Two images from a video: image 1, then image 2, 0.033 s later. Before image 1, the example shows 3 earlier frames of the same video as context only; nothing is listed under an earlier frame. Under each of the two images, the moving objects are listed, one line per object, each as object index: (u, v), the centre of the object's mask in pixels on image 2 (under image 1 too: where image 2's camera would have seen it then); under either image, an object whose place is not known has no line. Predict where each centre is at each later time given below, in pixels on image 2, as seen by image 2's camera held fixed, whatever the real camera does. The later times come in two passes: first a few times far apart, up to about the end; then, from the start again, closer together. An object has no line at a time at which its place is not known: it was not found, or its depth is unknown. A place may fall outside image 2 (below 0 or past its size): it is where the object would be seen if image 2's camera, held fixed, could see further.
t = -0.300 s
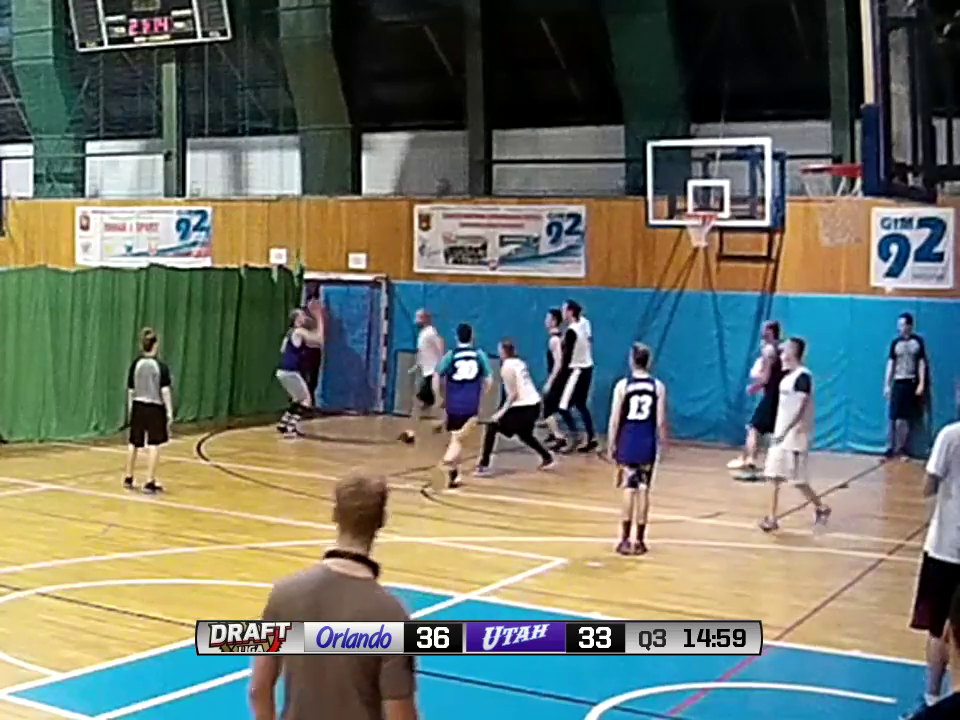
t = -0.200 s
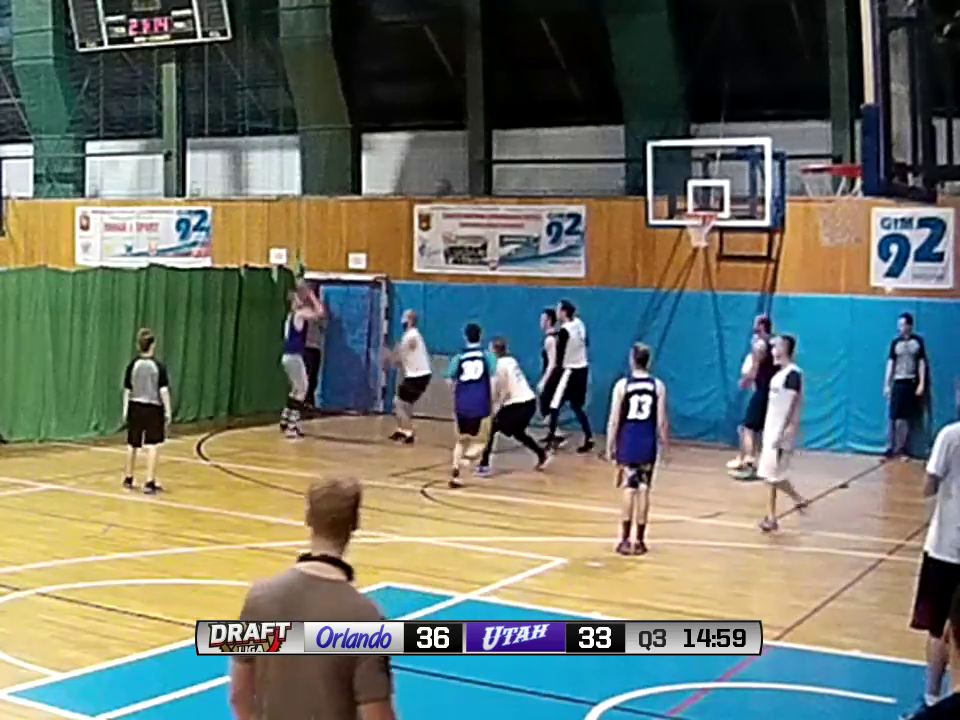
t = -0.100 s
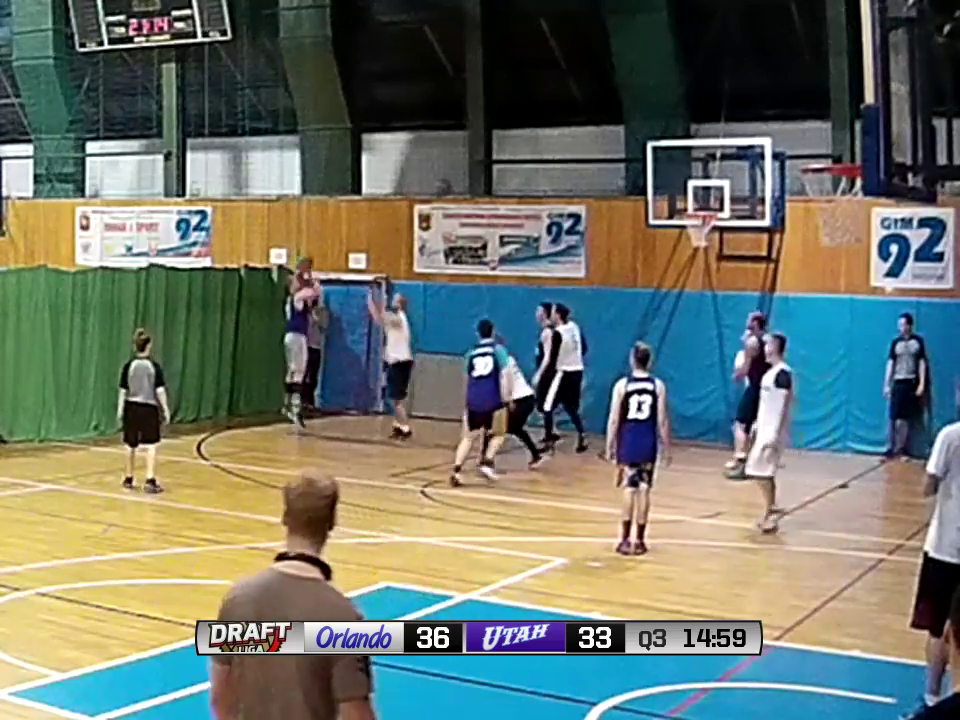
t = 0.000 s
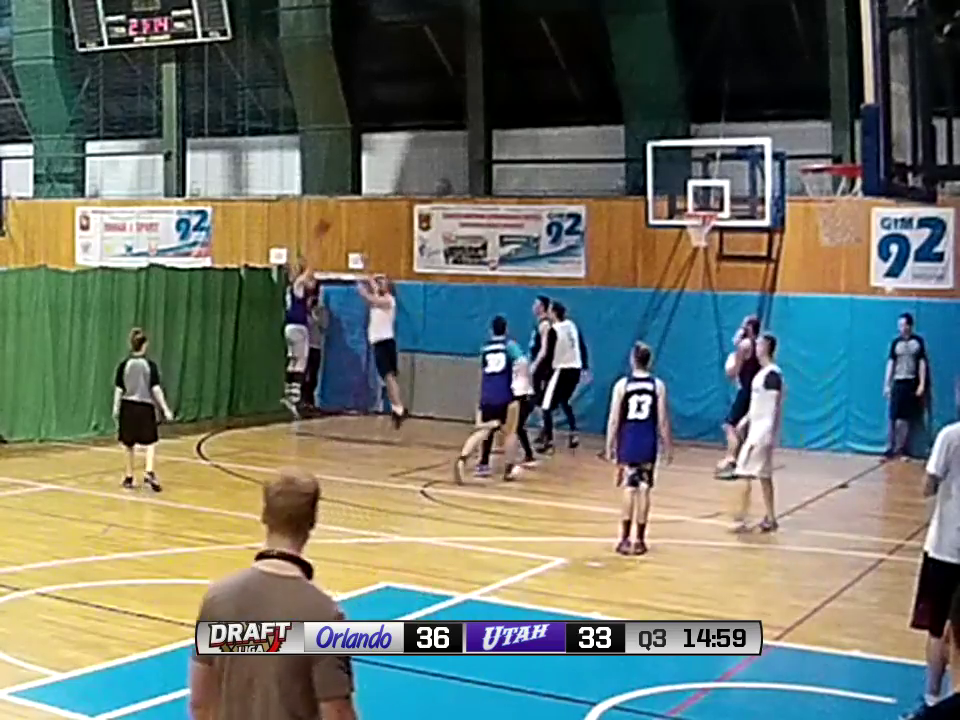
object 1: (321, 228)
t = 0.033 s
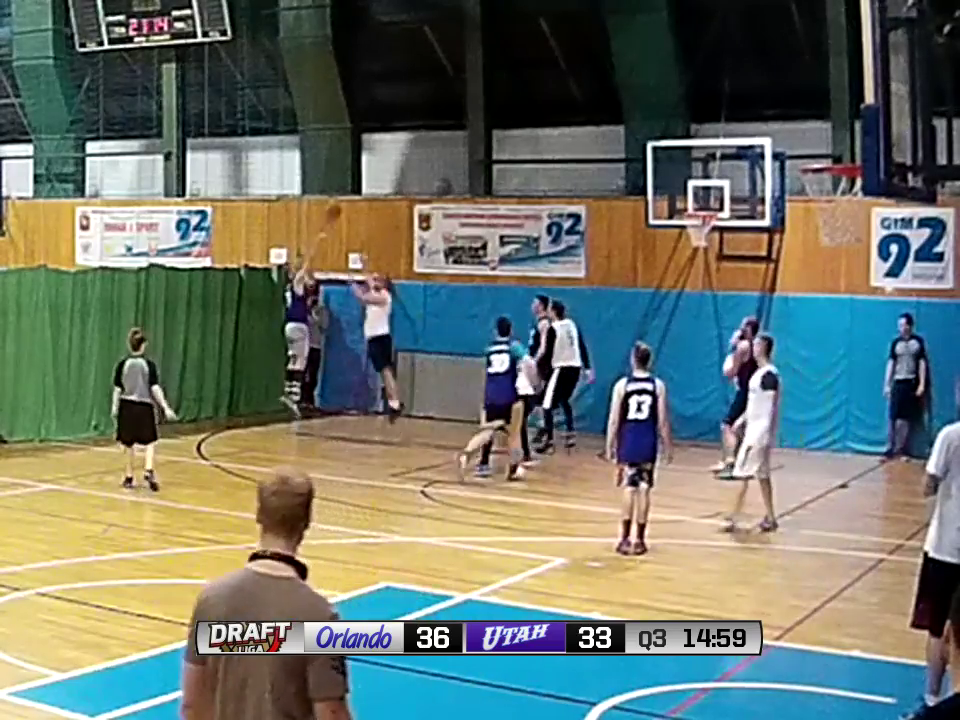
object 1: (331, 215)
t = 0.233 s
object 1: (401, 143)
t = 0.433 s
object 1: (466, 105)
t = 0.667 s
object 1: (545, 96)
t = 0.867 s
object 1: (611, 121)
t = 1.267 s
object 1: (722, 238)
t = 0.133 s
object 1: (367, 173)
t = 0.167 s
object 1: (377, 163)
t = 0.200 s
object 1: (389, 152)
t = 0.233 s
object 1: (401, 143)
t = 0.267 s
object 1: (411, 134)
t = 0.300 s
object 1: (422, 125)
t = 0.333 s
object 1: (434, 119)
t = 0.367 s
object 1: (444, 114)
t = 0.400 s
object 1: (455, 109)
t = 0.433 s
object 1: (466, 105)
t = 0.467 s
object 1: (476, 101)
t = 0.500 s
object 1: (488, 97)
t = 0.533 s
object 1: (500, 95)
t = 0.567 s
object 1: (511, 94)
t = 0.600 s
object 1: (523, 94)
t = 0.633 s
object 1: (534, 95)
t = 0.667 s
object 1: (545, 96)
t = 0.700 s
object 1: (555, 99)
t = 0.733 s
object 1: (567, 102)
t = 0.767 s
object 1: (577, 106)
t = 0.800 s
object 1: (588, 111)
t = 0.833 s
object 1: (600, 116)
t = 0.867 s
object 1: (611, 121)
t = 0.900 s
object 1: (623, 131)
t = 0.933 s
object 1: (633, 140)
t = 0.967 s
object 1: (643, 148)
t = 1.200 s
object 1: (715, 232)
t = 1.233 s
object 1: (719, 233)
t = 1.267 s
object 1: (722, 238)
